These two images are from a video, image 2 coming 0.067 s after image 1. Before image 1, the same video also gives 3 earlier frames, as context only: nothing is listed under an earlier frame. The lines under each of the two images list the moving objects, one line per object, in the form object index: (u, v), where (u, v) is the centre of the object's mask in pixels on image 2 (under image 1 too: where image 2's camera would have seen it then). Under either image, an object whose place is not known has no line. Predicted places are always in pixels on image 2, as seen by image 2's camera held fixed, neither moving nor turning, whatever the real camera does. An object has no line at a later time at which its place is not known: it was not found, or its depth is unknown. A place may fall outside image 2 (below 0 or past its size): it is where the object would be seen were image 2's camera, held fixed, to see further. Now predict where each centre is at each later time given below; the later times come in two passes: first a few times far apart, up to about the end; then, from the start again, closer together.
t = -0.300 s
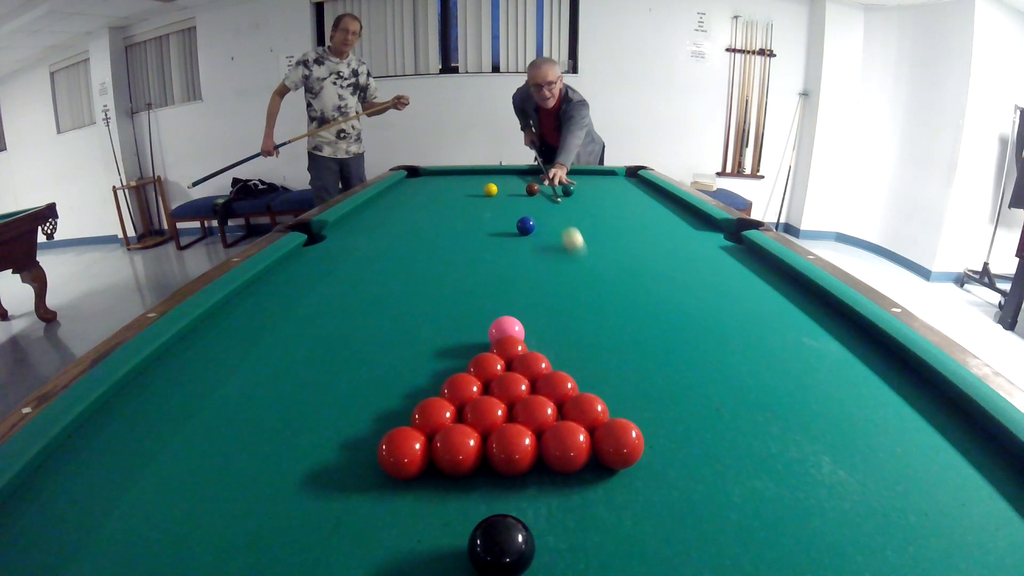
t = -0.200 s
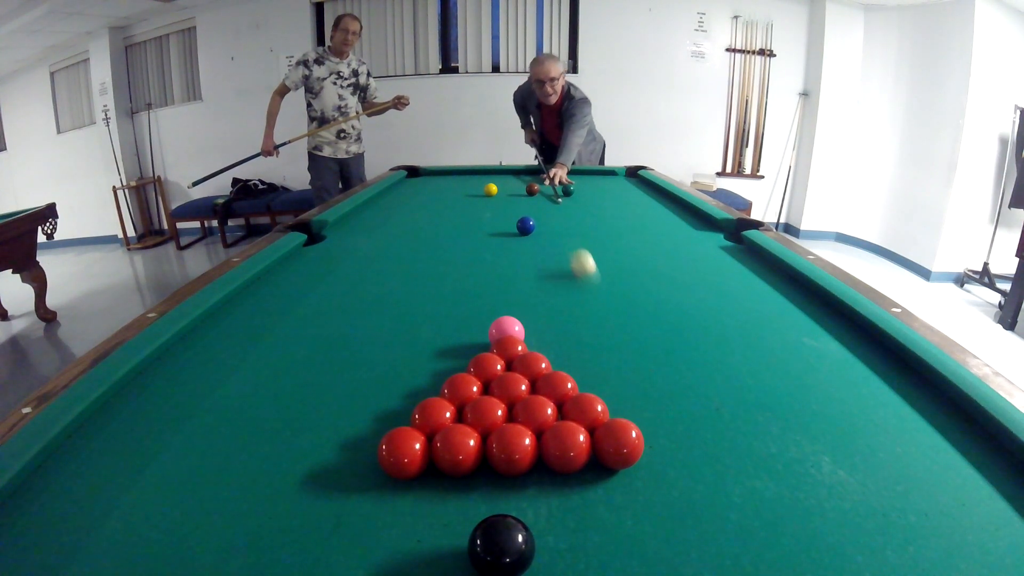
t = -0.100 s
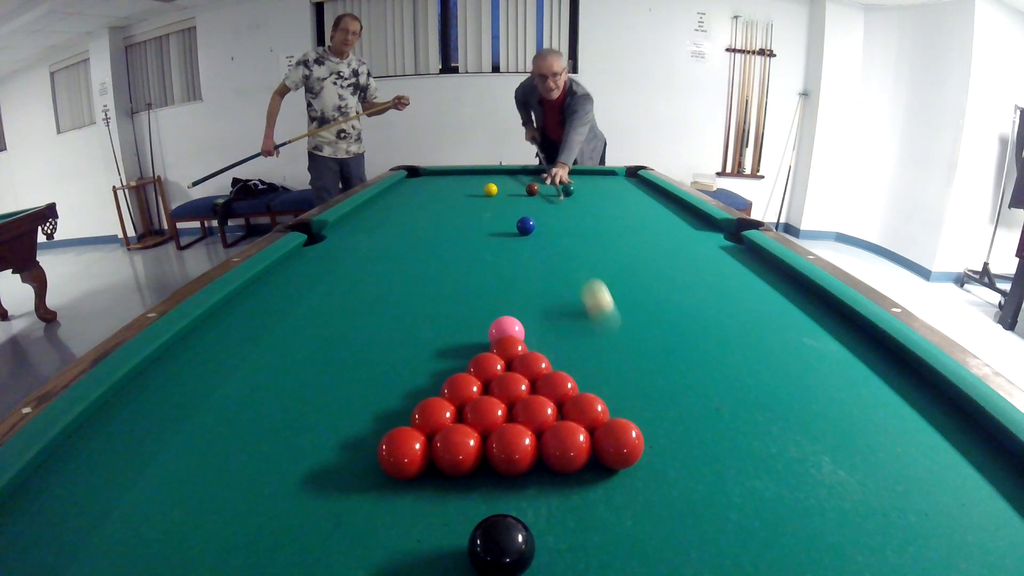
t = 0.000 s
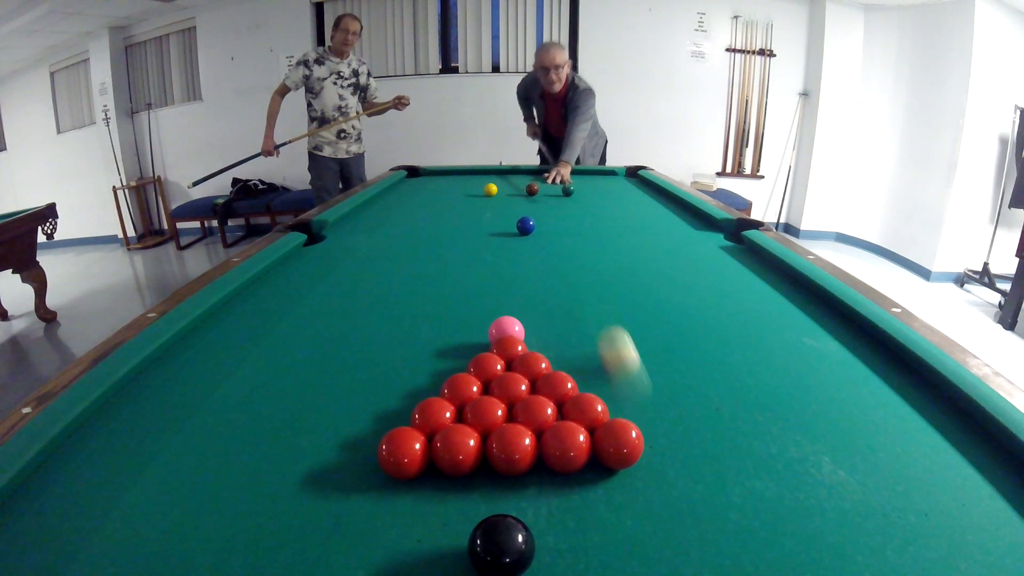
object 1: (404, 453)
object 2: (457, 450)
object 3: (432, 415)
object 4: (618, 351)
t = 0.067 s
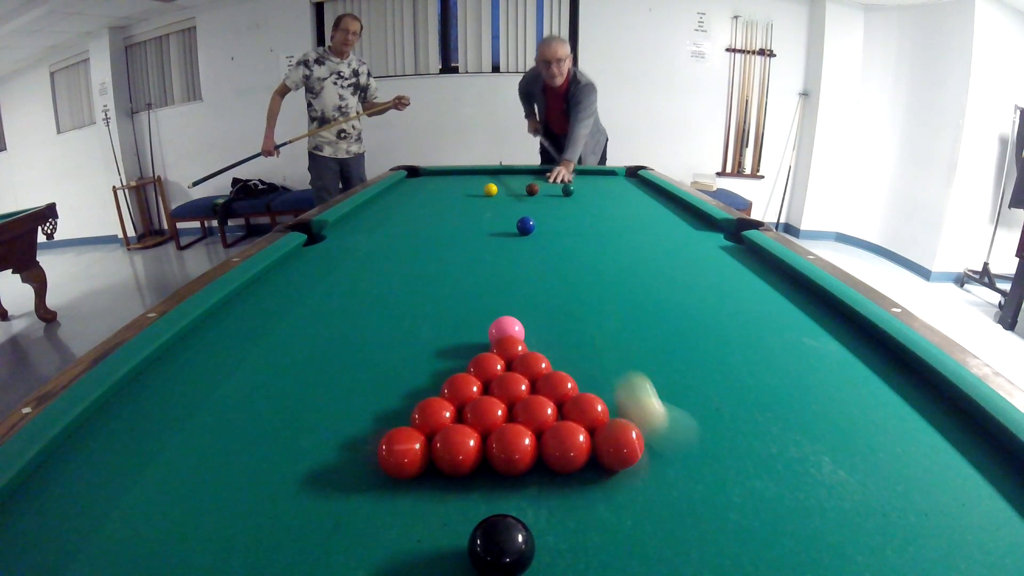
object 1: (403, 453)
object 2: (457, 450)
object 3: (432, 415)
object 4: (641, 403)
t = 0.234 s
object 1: (326, 455)
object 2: (455, 458)
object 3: (419, 414)
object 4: (797, 502)
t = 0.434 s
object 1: (245, 455)
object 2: (453, 467)
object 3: (402, 407)
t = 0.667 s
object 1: (169, 452)
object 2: (450, 473)
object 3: (386, 400)
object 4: (1006, 523)
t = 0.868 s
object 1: (116, 449)
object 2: (448, 474)
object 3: (376, 396)
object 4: (995, 454)
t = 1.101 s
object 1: (69, 444)
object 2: (449, 473)
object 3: (367, 393)
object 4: (939, 407)
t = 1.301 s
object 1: (84, 450)
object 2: (449, 473)
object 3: (362, 390)
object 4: (885, 378)
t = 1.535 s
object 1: (102, 458)
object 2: (449, 473)
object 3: (362, 388)
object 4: (828, 349)
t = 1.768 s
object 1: (118, 466)
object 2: (449, 473)
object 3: (363, 388)
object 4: (780, 325)
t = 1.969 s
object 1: (133, 472)
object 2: (449, 473)
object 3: (362, 388)
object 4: (745, 307)
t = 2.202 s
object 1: (149, 476)
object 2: (448, 472)
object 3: (362, 388)
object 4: (711, 291)
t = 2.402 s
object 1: (162, 479)
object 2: (448, 473)
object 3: (362, 388)
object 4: (687, 279)
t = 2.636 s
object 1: (174, 481)
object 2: (448, 473)
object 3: (362, 388)
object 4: (664, 267)
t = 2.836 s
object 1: (181, 483)
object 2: (449, 473)
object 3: (362, 388)
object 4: (647, 259)
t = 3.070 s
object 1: (187, 484)
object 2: (449, 473)
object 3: (362, 388)
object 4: (631, 250)
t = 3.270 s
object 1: (188, 485)
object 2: (449, 473)
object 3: (362, 388)
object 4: (618, 244)
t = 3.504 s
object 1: (186, 484)
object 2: (449, 473)
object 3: (362, 388)
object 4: (607, 238)
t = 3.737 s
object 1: (186, 484)
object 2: (449, 473)
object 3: (362, 388)
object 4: (596, 233)
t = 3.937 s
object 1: (186, 484)
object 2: (449, 473)
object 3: (362, 388)
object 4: (588, 230)
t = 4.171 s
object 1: (186, 484)
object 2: (449, 473)
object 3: (362, 388)
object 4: (581, 226)
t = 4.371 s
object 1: (186, 484)
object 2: (449, 473)
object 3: (362, 388)
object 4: (576, 223)
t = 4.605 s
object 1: (186, 484)
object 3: (362, 388)
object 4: (571, 221)
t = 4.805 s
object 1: (186, 484)
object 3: (362, 388)
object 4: (568, 219)
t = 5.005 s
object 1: (186, 484)
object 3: (362, 388)
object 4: (565, 218)
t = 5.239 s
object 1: (186, 484)
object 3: (362, 388)
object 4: (562, 217)
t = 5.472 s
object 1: (186, 484)
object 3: (362, 388)
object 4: (559, 216)
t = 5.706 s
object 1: (186, 484)
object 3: (362, 388)
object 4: (558, 216)
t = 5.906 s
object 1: (186, 484)
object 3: (362, 388)
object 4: (558, 216)
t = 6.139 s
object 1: (186, 485)
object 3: (362, 388)
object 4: (558, 216)
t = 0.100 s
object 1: (390, 452)
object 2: (456, 451)
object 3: (430, 417)
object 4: (666, 426)
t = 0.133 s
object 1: (372, 453)
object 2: (456, 453)
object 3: (427, 417)
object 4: (696, 442)
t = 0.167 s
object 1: (355, 454)
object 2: (455, 455)
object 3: (425, 416)
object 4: (729, 460)
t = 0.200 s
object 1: (340, 454)
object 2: (455, 456)
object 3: (422, 415)
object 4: (763, 480)
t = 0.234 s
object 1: (326, 455)
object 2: (455, 458)
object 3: (419, 414)
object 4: (797, 502)
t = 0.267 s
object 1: (311, 455)
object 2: (455, 460)
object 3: (416, 412)
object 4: (835, 527)
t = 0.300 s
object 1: (297, 455)
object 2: (455, 461)
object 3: (413, 411)
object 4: (870, 548)
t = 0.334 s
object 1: (284, 456)
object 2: (454, 463)
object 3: (410, 410)
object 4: (906, 560)
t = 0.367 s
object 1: (270, 456)
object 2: (454, 464)
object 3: (407, 409)
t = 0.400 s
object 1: (258, 455)
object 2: (454, 466)
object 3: (405, 408)
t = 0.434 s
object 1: (245, 455)
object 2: (453, 467)
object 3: (402, 407)
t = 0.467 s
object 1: (233, 455)
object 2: (453, 468)
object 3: (400, 405)
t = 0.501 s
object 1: (222, 455)
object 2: (452, 469)
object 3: (397, 404)
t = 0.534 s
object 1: (210, 455)
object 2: (452, 470)
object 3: (395, 403)
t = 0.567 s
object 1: (199, 454)
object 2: (451, 471)
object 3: (393, 402)
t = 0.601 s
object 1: (188, 454)
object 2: (451, 471)
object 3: (390, 401)
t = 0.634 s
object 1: (178, 453)
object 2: (450, 472)
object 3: (388, 401)
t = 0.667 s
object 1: (169, 452)
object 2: (450, 473)
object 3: (386, 400)
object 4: (1006, 523)
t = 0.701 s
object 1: (159, 452)
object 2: (449, 473)
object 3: (384, 399)
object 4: (1005, 509)
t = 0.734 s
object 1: (149, 451)
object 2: (449, 473)
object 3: (382, 398)
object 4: (1004, 497)
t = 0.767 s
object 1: (140, 451)
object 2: (449, 474)
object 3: (380, 398)
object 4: (1002, 485)
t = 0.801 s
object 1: (132, 450)
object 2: (448, 474)
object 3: (379, 397)
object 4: (1001, 475)
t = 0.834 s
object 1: (124, 450)
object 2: (448, 474)
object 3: (377, 396)
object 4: (998, 464)
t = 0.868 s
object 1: (116, 449)
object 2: (448, 474)
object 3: (376, 396)
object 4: (995, 454)
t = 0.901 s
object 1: (107, 449)
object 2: (448, 473)
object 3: (374, 395)
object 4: (993, 446)
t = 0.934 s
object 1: (100, 448)
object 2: (448, 473)
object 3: (373, 395)
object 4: (988, 436)
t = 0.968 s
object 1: (93, 447)
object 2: (448, 473)
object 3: (372, 394)
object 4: (980, 430)
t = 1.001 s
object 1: (86, 446)
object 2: (448, 473)
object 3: (370, 394)
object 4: (968, 423)
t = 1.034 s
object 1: (79, 446)
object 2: (448, 473)
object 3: (369, 393)
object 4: (958, 418)
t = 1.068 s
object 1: (72, 444)
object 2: (448, 473)
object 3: (368, 393)
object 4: (948, 413)
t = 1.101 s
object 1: (69, 444)
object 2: (449, 473)
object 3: (367, 393)
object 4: (939, 407)
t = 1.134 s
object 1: (70, 445)
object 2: (449, 473)
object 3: (366, 392)
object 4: (931, 403)
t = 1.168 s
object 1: (72, 446)
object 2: (449, 473)
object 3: (365, 392)
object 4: (922, 398)
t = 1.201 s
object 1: (75, 447)
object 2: (449, 473)
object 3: (364, 391)
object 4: (911, 392)
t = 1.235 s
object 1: (78, 448)
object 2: (449, 473)
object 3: (363, 391)
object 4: (904, 388)
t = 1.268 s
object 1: (81, 449)
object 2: (449, 473)
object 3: (363, 391)
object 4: (895, 383)
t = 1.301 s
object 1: (84, 450)
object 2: (449, 473)
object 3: (362, 390)
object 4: (885, 378)
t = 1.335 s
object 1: (86, 452)
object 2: (449, 473)
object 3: (362, 390)
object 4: (877, 374)
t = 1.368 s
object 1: (89, 453)
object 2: (449, 473)
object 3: (361, 389)
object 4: (868, 369)
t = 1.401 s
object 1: (91, 454)
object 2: (449, 473)
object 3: (361, 389)
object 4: (860, 365)
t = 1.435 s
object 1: (94, 455)
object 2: (449, 473)
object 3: (361, 389)
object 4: (852, 361)
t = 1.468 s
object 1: (97, 456)
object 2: (449, 473)
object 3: (361, 389)
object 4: (844, 357)
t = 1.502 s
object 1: (99, 457)
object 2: (449, 473)
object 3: (361, 389)
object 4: (837, 353)
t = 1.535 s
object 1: (102, 458)
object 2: (449, 473)
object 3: (362, 388)
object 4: (828, 349)
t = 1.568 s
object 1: (104, 459)
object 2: (449, 473)
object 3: (362, 388)
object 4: (821, 346)
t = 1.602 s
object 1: (106, 460)
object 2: (449, 473)
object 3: (362, 388)
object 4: (814, 342)
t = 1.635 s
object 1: (109, 462)
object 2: (449, 473)
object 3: (362, 388)
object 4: (806, 338)
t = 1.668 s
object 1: (111, 463)
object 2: (449, 473)
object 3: (362, 388)
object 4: (800, 335)
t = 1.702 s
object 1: (114, 464)
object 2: (449, 473)
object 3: (363, 388)
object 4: (793, 331)
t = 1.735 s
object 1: (116, 465)
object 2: (449, 472)
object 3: (363, 388)
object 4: (786, 328)
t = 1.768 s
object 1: (118, 466)
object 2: (449, 473)
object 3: (363, 388)
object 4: (780, 325)
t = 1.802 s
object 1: (121, 467)
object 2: (449, 472)
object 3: (363, 388)
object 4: (774, 322)
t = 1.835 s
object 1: (123, 468)
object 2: (449, 473)
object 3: (362, 388)
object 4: (768, 319)
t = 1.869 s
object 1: (126, 469)
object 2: (449, 472)
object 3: (362, 388)
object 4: (762, 316)
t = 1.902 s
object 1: (128, 470)
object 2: (449, 473)
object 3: (362, 388)
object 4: (756, 313)
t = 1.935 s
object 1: (130, 471)
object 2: (448, 472)
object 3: (362, 388)
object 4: (751, 310)
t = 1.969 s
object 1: (133, 472)
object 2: (449, 473)
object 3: (362, 388)
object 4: (745, 307)
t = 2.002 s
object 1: (135, 472)
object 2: (449, 473)
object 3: (362, 388)
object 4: (740, 305)
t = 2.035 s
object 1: (137, 473)
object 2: (448, 473)
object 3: (362, 388)
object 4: (734, 302)
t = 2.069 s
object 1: (140, 474)
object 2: (448, 472)
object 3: (362, 388)
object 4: (730, 300)
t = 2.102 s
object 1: (142, 475)
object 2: (448, 473)
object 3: (362, 388)
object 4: (725, 298)
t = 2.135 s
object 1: (145, 475)
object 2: (448, 473)
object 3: (362, 388)
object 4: (720, 295)
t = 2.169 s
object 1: (147, 476)
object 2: (448, 473)
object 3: (362, 388)
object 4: (715, 293)
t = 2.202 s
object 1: (149, 476)
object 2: (448, 472)
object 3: (362, 388)
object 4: (711, 291)
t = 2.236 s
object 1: (151, 477)
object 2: (448, 473)
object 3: (362, 388)
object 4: (707, 289)
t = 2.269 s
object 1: (153, 477)
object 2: (448, 473)
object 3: (362, 388)
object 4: (702, 287)
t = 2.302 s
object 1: (156, 478)
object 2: (448, 473)
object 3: (362, 388)
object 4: (699, 285)
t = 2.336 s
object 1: (158, 478)
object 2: (448, 473)
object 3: (362, 388)
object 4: (695, 283)
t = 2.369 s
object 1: (160, 478)
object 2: (448, 473)
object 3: (362, 388)
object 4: (691, 281)
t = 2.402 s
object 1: (162, 479)
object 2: (448, 473)
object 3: (362, 388)
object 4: (687, 279)
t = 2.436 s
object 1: (163, 479)
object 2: (448, 473)
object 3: (362, 388)
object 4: (684, 277)
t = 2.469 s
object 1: (165, 480)
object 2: (449, 473)
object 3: (362, 388)
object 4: (680, 275)
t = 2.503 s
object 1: (167, 480)
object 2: (449, 473)
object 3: (362, 388)
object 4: (677, 274)
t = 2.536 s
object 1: (169, 480)
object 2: (449, 473)
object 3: (362, 388)
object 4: (673, 272)
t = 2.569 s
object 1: (171, 481)
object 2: (449, 473)
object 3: (362, 388)
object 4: (670, 270)
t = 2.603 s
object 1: (172, 481)
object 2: (448, 473)
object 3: (362, 388)
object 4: (667, 269)
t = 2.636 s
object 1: (174, 481)
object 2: (448, 473)
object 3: (362, 388)
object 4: (664, 267)
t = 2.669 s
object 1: (175, 482)
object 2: (448, 473)
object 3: (362, 388)
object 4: (661, 266)
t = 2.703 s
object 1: (177, 482)
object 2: (448, 473)
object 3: (362, 388)
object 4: (658, 264)
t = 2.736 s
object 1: (178, 482)
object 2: (448, 473)
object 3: (362, 388)
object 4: (655, 263)
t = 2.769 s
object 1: (179, 483)
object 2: (449, 473)
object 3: (362, 388)
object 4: (652, 262)
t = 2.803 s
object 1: (180, 483)
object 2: (449, 473)
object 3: (362, 388)
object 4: (650, 260)
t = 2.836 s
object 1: (181, 483)
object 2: (449, 473)
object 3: (362, 388)
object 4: (647, 259)
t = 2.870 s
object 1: (183, 483)
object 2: (449, 473)
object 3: (362, 388)
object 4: (645, 258)
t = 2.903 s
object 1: (183, 484)
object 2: (448, 473)
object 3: (362, 388)
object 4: (642, 256)
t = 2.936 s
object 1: (184, 484)
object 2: (448, 473)
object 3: (362, 388)
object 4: (640, 255)
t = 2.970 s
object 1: (185, 484)
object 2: (448, 473)
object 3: (362, 388)
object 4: (637, 254)
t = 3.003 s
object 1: (186, 484)
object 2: (448, 473)
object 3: (362, 388)
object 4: (635, 253)
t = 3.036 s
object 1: (187, 484)
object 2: (449, 473)
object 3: (362, 388)
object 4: (633, 252)
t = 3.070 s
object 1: (187, 484)
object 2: (449, 473)
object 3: (362, 388)
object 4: (631, 250)
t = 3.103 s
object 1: (187, 485)
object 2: (449, 473)
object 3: (362, 388)
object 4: (628, 249)
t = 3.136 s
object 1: (188, 485)
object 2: (449, 473)
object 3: (362, 388)
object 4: (626, 248)
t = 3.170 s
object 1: (188, 485)
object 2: (449, 473)
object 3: (362, 388)
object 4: (624, 247)
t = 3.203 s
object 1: (188, 485)
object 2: (449, 473)
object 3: (362, 388)
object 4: (622, 246)
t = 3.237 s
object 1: (188, 485)
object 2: (449, 473)
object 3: (362, 388)
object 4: (620, 245)
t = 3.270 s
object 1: (188, 485)
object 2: (449, 473)
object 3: (362, 388)
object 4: (618, 244)
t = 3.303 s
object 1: (187, 485)
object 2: (449, 473)
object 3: (362, 388)
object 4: (617, 243)
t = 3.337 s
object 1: (187, 485)
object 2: (449, 473)
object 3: (362, 388)
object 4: (615, 243)
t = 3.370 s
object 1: (187, 484)
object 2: (449, 473)
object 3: (362, 388)
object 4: (613, 242)
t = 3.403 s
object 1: (186, 485)
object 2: (449, 473)
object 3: (362, 388)
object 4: (611, 241)
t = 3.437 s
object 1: (186, 485)
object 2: (449, 473)
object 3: (362, 388)
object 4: (610, 240)
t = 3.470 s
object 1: (186, 484)
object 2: (449, 473)
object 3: (362, 388)
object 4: (608, 239)
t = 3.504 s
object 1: (186, 484)
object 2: (449, 473)
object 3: (362, 388)
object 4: (607, 238)
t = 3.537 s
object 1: (186, 484)
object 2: (449, 473)
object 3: (362, 388)
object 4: (605, 238)
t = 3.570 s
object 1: (186, 484)
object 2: (449, 473)
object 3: (362, 388)
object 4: (603, 237)
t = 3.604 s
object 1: (186, 484)
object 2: (449, 473)
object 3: (362, 388)
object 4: (602, 236)
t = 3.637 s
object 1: (186, 484)
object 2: (449, 473)
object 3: (362, 388)
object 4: (600, 235)
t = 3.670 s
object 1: (186, 484)
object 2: (449, 473)
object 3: (362, 388)
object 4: (599, 235)
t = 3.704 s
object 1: (186, 484)
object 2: (449, 473)
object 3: (362, 388)
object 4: (597, 234)
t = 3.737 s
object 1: (186, 484)
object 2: (449, 473)
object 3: (362, 388)
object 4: (596, 233)
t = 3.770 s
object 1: (186, 484)
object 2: (449, 473)
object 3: (362, 388)
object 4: (595, 233)
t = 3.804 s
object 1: (186, 484)
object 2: (449, 473)
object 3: (362, 388)
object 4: (593, 232)
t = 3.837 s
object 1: (186, 484)
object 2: (449, 473)
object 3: (362, 388)
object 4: (592, 231)
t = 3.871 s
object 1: (186, 484)
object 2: (449, 473)
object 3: (362, 388)
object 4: (591, 231)
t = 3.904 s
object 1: (186, 484)
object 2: (449, 473)
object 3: (362, 388)
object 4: (590, 230)
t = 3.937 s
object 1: (186, 484)
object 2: (449, 473)
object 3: (362, 388)
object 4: (588, 230)
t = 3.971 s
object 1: (186, 484)
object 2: (449, 473)
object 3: (362, 388)
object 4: (587, 229)
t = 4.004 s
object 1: (186, 484)
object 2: (449, 473)
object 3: (362, 388)
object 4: (586, 229)
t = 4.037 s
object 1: (186, 484)
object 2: (449, 473)
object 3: (362, 388)
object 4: (585, 228)
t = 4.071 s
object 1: (186, 484)
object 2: (449, 473)
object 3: (362, 388)
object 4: (584, 228)
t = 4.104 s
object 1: (186, 484)
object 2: (449, 473)
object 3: (362, 388)
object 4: (583, 227)
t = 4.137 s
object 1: (186, 484)
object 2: (449, 473)
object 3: (362, 388)
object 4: (582, 227)
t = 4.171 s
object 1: (186, 484)
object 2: (449, 473)
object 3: (362, 388)
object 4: (581, 226)
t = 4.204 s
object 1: (186, 484)
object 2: (449, 473)
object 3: (362, 388)
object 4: (580, 226)
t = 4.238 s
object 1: (186, 484)
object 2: (449, 473)
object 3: (362, 388)
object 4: (579, 225)
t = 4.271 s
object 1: (186, 484)
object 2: (449, 473)
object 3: (362, 388)
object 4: (579, 225)
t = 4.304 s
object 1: (186, 484)
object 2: (449, 473)
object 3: (362, 388)
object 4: (578, 224)
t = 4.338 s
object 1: (186, 484)
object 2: (449, 473)
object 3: (362, 388)
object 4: (577, 224)
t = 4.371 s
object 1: (186, 484)
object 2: (449, 473)
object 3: (362, 388)
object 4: (576, 223)
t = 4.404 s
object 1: (186, 484)
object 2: (449, 473)
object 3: (362, 388)
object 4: (576, 223)
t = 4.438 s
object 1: (186, 484)
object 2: (449, 473)
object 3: (362, 388)
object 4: (575, 223)
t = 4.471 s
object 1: (186, 484)
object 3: (362, 388)
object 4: (574, 222)
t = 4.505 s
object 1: (186, 484)
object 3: (362, 388)
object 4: (574, 222)
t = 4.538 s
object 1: (186, 484)
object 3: (362, 388)
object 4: (573, 221)
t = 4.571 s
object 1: (186, 484)
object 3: (362, 388)
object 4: (572, 221)
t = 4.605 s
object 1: (186, 484)
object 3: (362, 388)
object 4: (571, 221)
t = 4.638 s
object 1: (186, 484)
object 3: (362, 388)
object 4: (571, 220)
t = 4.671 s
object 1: (186, 484)
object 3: (362, 388)
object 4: (570, 220)
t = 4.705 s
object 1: (186, 484)
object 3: (362, 388)
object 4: (570, 220)
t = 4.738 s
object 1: (186, 484)
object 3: (362, 388)
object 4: (569, 220)
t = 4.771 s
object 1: (186, 484)
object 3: (362, 388)
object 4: (568, 220)
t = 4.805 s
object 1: (186, 484)
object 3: (362, 388)
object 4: (568, 219)
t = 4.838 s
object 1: (186, 484)
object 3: (362, 388)
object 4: (567, 219)
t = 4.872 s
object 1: (186, 484)
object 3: (362, 388)
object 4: (567, 219)
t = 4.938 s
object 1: (186, 484)
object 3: (362, 388)
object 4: (566, 218)
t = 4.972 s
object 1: (186, 484)
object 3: (362, 388)
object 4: (565, 218)
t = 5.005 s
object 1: (186, 484)
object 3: (362, 388)
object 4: (565, 218)
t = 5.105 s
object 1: (186, 484)
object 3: (362, 388)
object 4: (563, 217)
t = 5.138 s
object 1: (186, 484)
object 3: (362, 388)
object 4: (563, 217)
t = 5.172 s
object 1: (186, 484)
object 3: (362, 388)
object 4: (562, 217)
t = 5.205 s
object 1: (186, 484)
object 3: (362, 388)
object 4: (562, 217)
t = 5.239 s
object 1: (186, 484)
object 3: (362, 388)
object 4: (562, 217)
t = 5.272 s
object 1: (186, 484)
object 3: (362, 388)
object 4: (561, 217)
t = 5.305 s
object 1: (186, 484)
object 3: (362, 388)
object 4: (561, 216)
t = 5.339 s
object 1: (186, 484)
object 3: (362, 388)
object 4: (561, 216)
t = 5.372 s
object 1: (186, 484)
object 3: (362, 388)
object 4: (560, 216)
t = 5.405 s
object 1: (186, 485)
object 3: (362, 388)
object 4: (560, 216)
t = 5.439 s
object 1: (186, 484)
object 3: (362, 388)
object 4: (560, 216)
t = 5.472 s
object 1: (186, 484)
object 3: (362, 388)
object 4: (559, 216)
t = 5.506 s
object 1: (186, 484)
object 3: (362, 388)
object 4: (559, 216)
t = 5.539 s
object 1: (186, 484)
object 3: (362, 388)
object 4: (559, 216)
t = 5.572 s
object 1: (186, 484)
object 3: (362, 388)
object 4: (559, 216)
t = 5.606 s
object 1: (186, 485)
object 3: (362, 388)
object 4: (558, 216)
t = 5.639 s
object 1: (186, 484)
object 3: (362, 388)
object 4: (558, 216)
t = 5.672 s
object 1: (186, 484)
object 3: (362, 388)
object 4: (558, 216)
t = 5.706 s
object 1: (186, 484)
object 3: (362, 388)
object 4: (558, 216)
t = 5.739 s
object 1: (186, 484)
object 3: (362, 388)
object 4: (558, 216)
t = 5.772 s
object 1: (186, 484)
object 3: (362, 388)
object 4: (558, 216)
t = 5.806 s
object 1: (186, 484)
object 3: (362, 388)
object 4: (558, 216)
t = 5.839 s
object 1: (186, 484)
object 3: (362, 388)
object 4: (558, 216)
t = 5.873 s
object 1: (186, 484)
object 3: (362, 388)
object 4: (558, 216)
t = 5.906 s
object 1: (186, 484)
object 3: (362, 388)
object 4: (558, 216)
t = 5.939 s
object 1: (186, 484)
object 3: (362, 388)
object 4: (558, 216)
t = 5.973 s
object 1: (186, 484)
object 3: (362, 388)
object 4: (558, 216)
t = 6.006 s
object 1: (186, 484)
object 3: (362, 388)
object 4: (558, 216)
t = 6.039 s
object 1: (186, 484)
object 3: (362, 388)
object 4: (558, 216)
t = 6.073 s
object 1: (186, 484)
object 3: (362, 388)
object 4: (558, 216)
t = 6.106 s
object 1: (186, 484)
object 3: (362, 388)
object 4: (558, 216)
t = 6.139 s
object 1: (186, 485)
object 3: (362, 388)
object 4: (558, 216)
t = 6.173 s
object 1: (186, 485)
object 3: (362, 388)
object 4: (558, 216)
